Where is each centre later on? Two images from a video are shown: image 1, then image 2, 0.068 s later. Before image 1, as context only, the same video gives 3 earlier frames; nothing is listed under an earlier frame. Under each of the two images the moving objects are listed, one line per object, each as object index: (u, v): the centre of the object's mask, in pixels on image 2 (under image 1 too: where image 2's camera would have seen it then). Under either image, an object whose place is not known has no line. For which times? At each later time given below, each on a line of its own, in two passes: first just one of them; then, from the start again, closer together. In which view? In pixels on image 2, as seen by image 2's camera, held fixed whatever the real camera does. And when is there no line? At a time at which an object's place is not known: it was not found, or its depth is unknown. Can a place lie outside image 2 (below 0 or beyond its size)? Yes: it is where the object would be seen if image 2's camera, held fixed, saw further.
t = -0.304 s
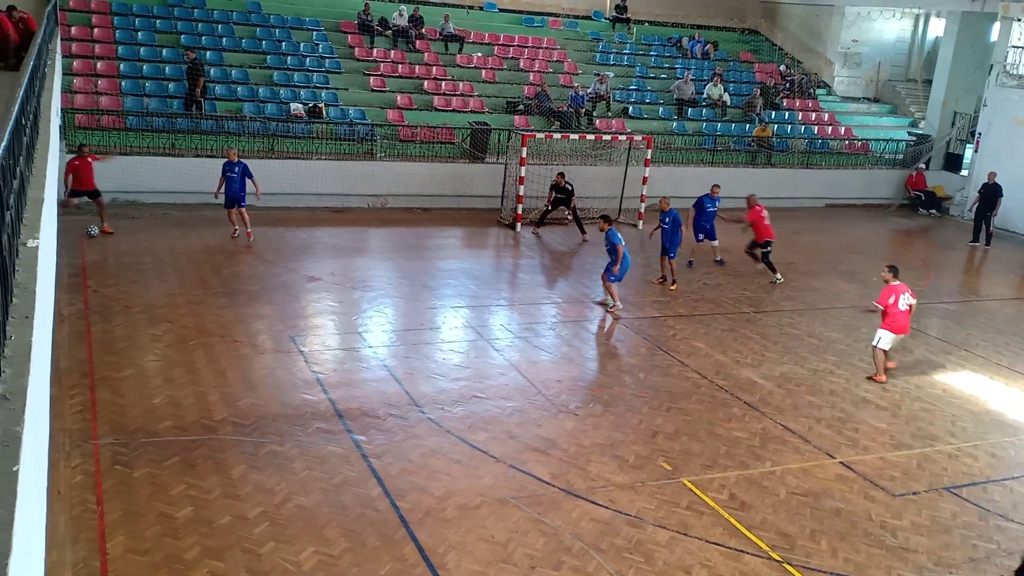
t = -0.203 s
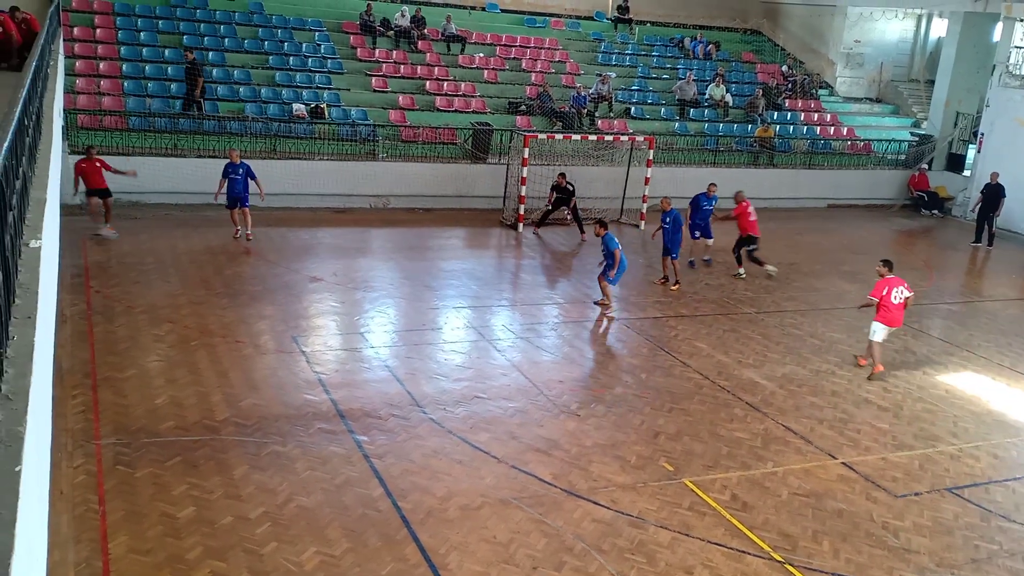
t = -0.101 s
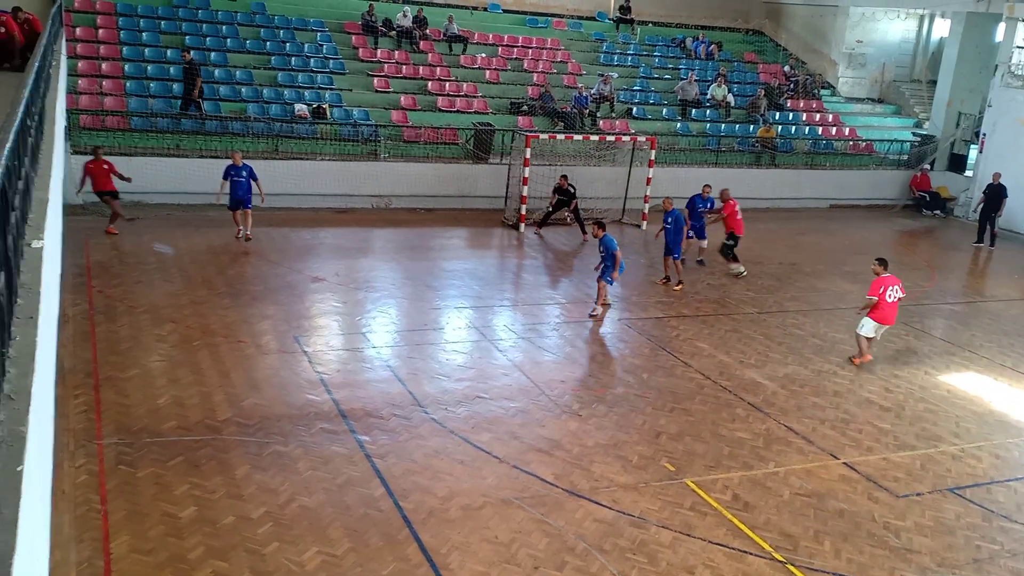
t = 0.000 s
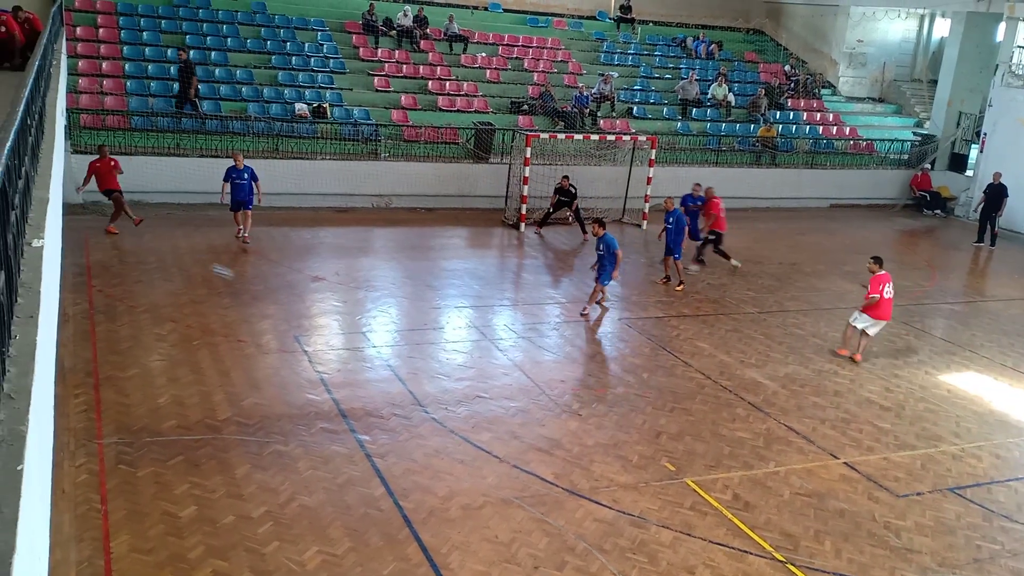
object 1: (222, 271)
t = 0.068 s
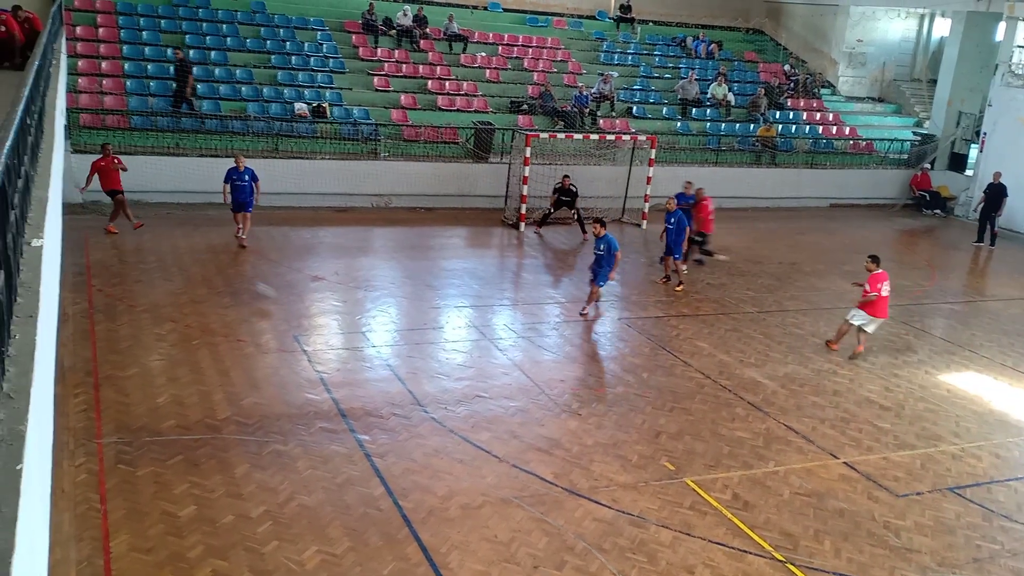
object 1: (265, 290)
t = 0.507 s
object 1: (614, 425)
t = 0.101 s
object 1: (286, 305)
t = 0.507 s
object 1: (614, 425)
